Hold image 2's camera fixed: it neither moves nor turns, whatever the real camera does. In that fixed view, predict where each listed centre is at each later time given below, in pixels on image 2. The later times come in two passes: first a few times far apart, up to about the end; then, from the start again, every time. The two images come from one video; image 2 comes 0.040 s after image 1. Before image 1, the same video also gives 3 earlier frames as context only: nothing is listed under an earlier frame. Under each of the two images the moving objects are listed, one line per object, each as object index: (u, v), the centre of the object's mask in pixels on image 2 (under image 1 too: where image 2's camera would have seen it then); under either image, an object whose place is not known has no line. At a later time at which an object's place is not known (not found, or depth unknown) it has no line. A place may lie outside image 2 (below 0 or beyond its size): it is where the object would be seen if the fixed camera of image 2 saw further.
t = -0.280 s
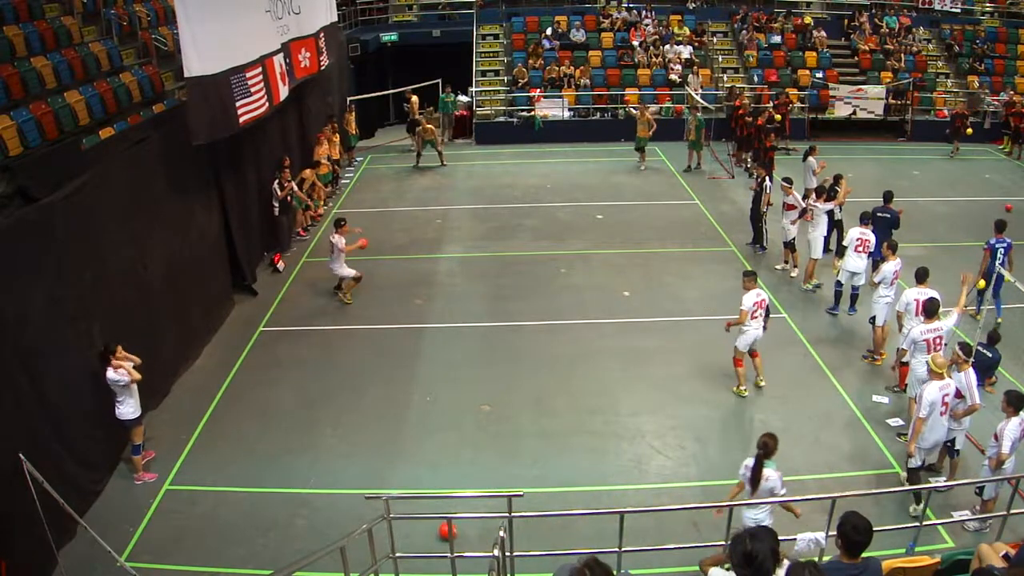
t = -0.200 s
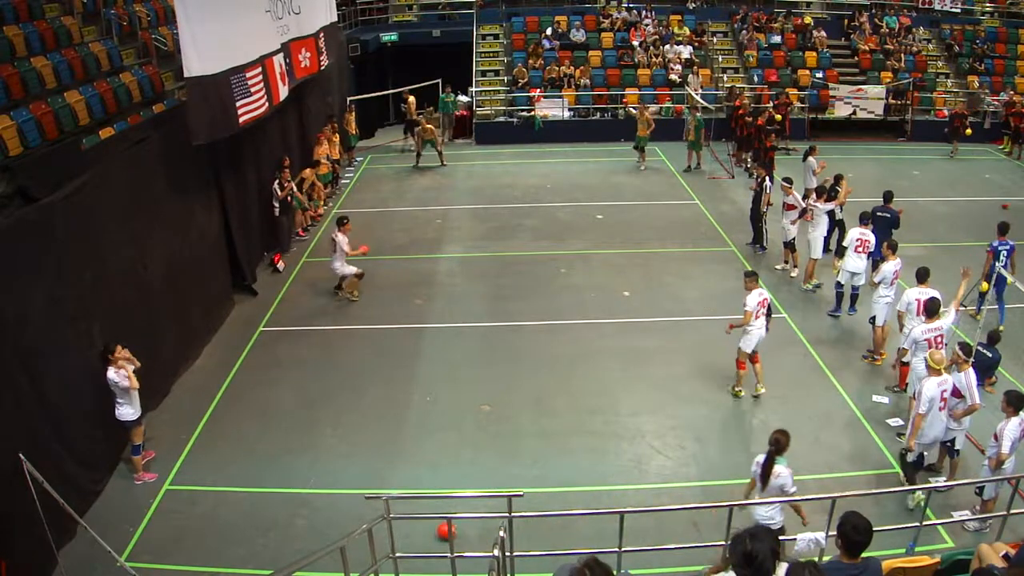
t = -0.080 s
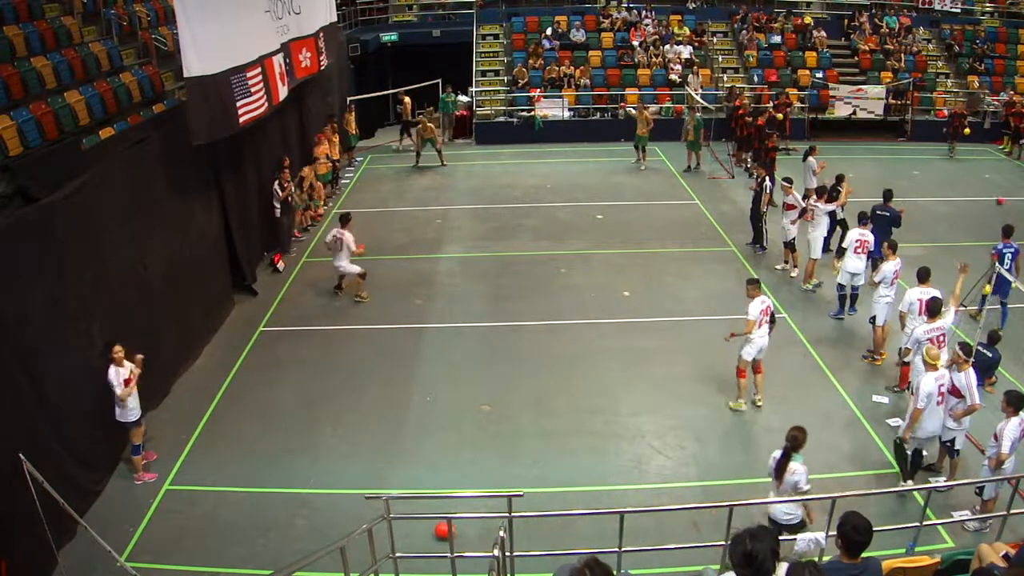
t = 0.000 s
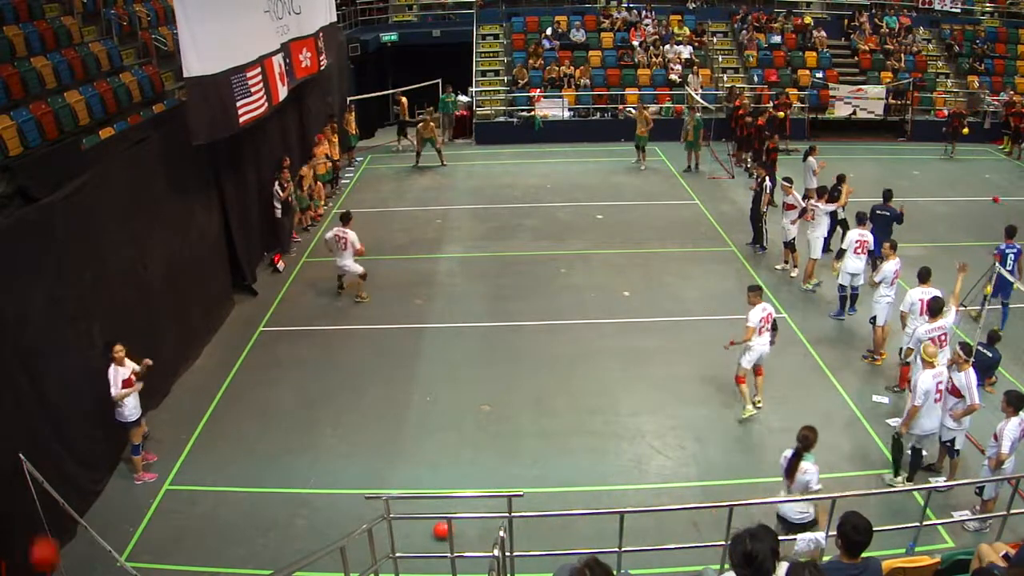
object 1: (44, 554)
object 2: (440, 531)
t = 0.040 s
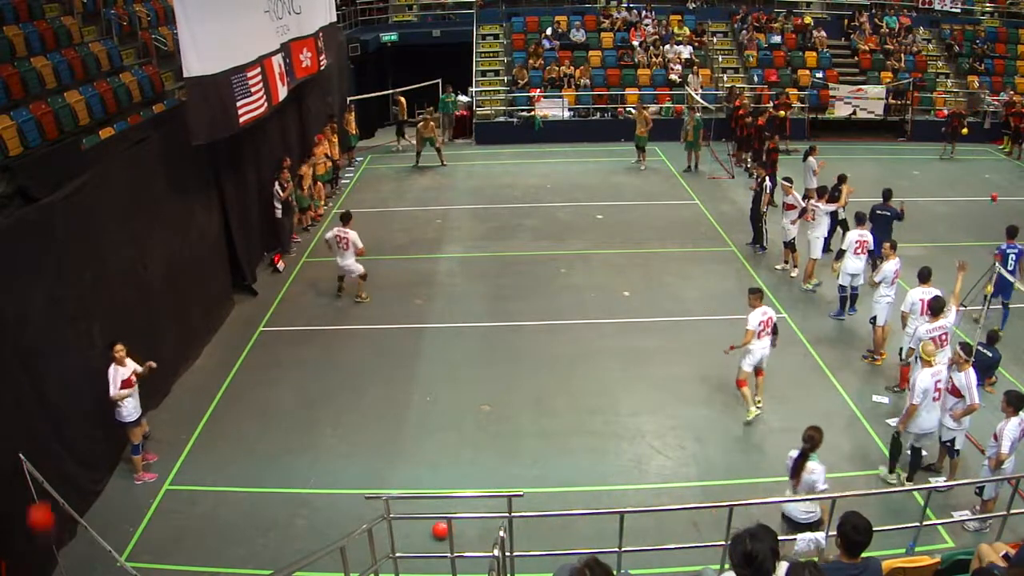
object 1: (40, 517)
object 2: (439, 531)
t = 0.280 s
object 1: (41, 369)
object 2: (437, 530)
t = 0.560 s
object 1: (66, 321)
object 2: (431, 530)
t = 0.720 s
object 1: (85, 335)
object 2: (428, 530)
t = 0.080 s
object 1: (38, 487)
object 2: (439, 531)
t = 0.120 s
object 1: (38, 455)
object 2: (439, 530)
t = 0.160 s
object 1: (37, 429)
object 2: (438, 530)
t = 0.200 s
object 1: (38, 407)
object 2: (437, 530)
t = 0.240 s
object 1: (39, 386)
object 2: (437, 530)
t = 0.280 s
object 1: (41, 369)
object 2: (437, 530)
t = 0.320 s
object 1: (43, 356)
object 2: (436, 530)
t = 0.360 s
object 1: (46, 344)
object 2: (435, 530)
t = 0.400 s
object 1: (50, 335)
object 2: (434, 530)
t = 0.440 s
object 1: (54, 329)
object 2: (433, 530)
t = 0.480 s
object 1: (58, 325)
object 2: (432, 530)
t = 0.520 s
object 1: (62, 322)
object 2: (431, 530)
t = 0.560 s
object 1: (66, 321)
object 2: (431, 530)
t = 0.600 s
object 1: (71, 322)
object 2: (430, 530)
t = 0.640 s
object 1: (75, 325)
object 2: (430, 530)
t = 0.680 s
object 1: (80, 329)
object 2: (429, 530)
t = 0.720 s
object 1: (85, 335)
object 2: (428, 530)
